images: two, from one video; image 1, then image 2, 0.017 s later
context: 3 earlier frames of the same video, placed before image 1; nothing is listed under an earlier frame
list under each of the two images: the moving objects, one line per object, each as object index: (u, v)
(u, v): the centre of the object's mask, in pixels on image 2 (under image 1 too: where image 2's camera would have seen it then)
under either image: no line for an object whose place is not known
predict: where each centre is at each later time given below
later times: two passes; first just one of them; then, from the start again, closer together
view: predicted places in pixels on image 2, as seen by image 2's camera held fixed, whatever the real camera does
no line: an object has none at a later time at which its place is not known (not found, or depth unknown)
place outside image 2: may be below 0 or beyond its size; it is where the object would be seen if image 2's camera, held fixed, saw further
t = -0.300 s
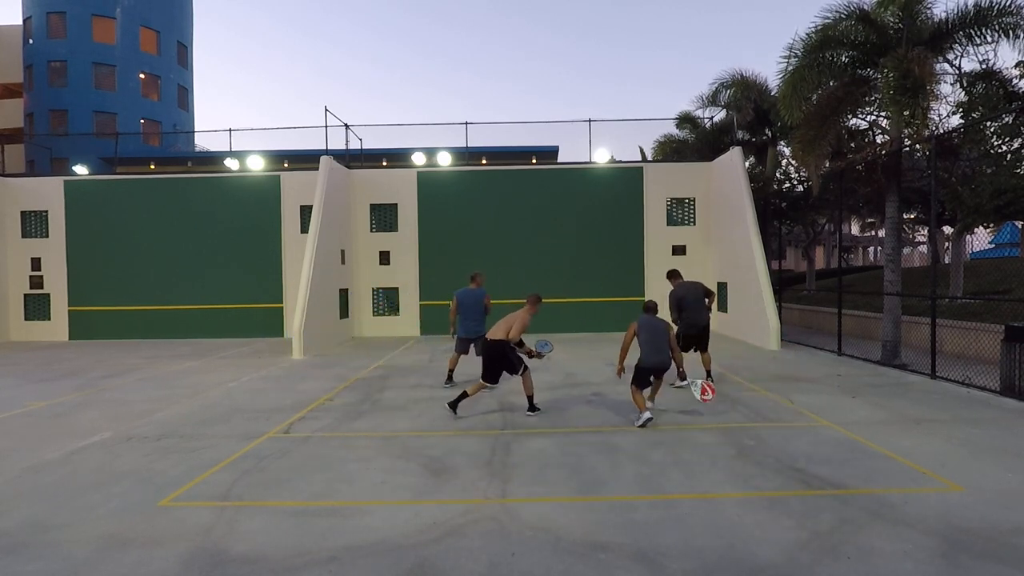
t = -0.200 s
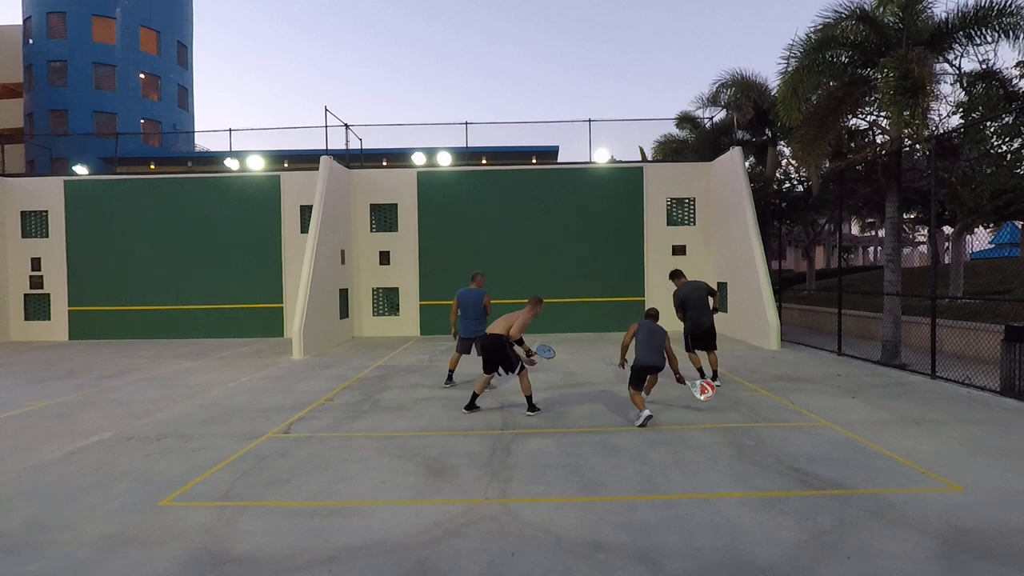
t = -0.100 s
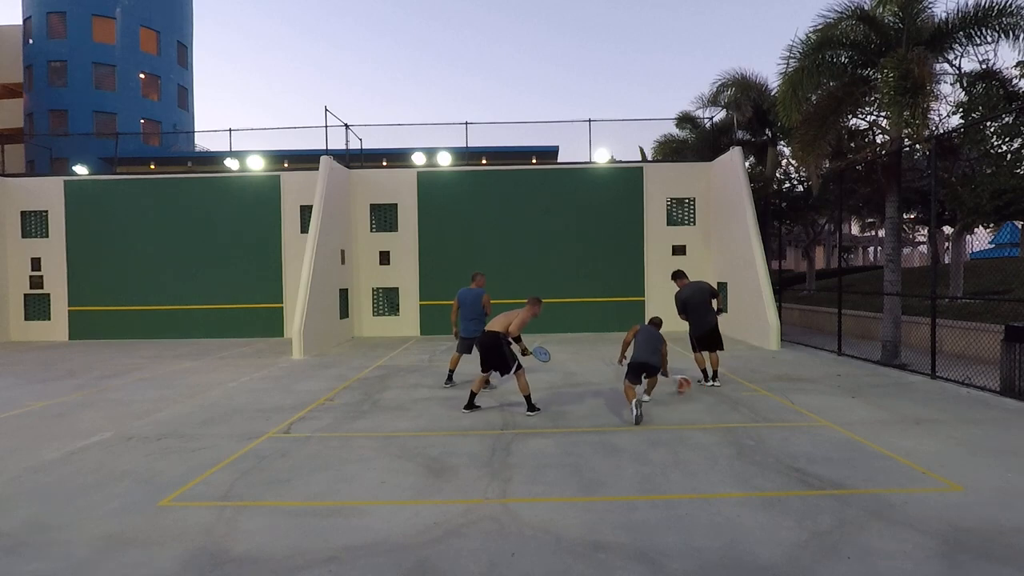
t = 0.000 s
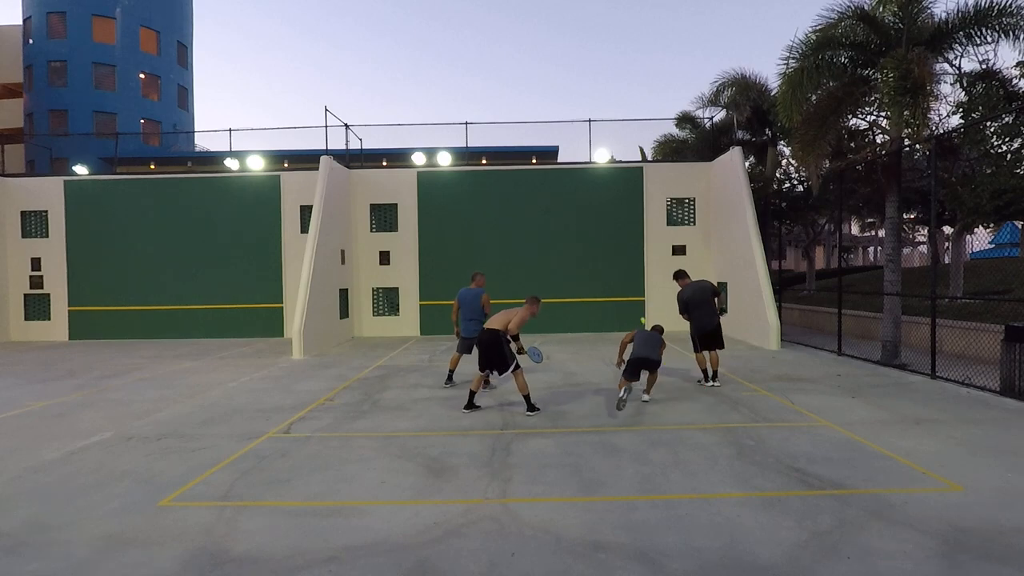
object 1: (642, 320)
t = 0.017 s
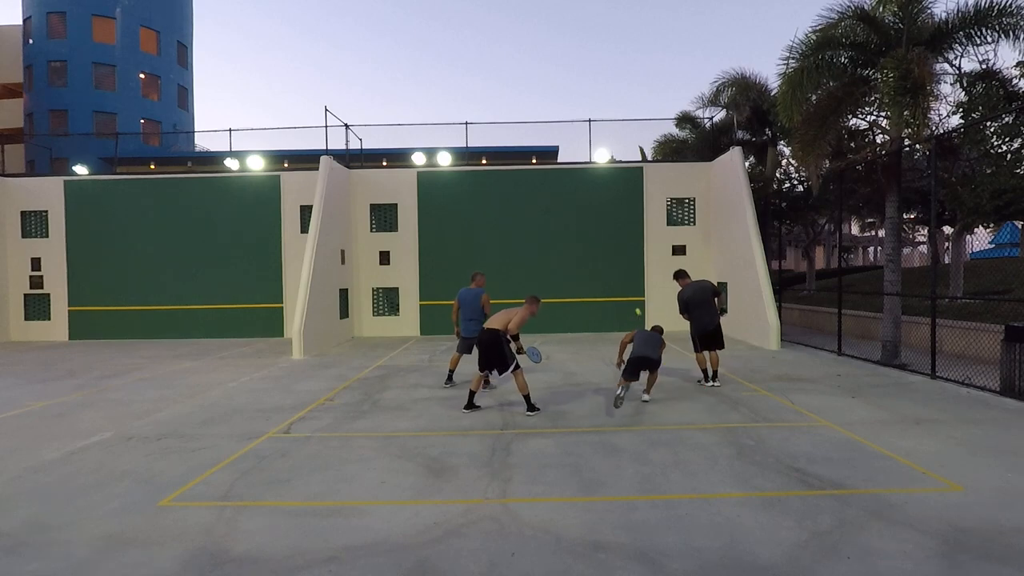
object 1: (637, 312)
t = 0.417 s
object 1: (572, 213)
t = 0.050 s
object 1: (628, 295)
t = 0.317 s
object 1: (582, 224)
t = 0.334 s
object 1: (580, 221)
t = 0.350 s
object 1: (578, 219)
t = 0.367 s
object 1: (577, 218)
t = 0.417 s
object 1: (572, 213)
